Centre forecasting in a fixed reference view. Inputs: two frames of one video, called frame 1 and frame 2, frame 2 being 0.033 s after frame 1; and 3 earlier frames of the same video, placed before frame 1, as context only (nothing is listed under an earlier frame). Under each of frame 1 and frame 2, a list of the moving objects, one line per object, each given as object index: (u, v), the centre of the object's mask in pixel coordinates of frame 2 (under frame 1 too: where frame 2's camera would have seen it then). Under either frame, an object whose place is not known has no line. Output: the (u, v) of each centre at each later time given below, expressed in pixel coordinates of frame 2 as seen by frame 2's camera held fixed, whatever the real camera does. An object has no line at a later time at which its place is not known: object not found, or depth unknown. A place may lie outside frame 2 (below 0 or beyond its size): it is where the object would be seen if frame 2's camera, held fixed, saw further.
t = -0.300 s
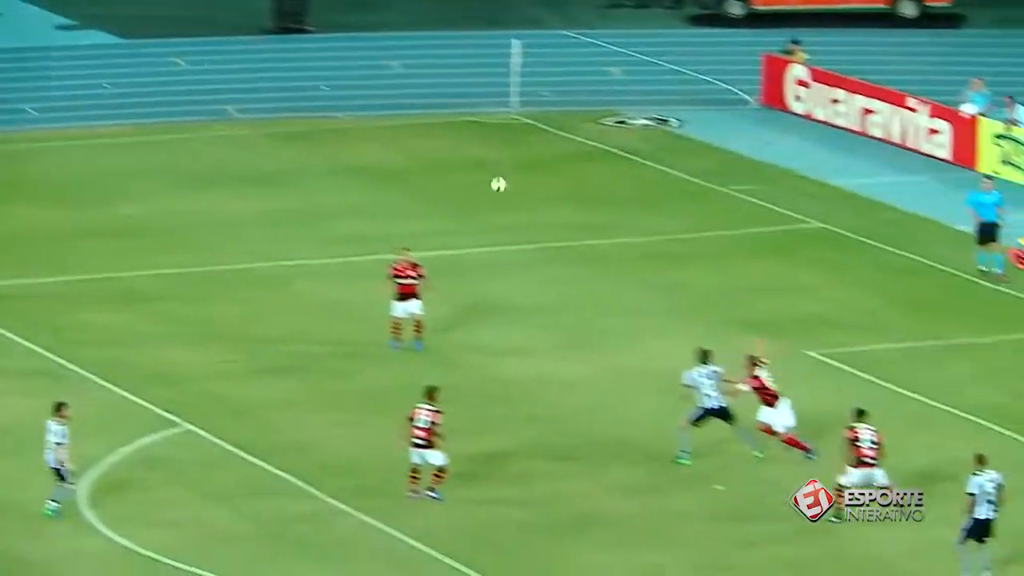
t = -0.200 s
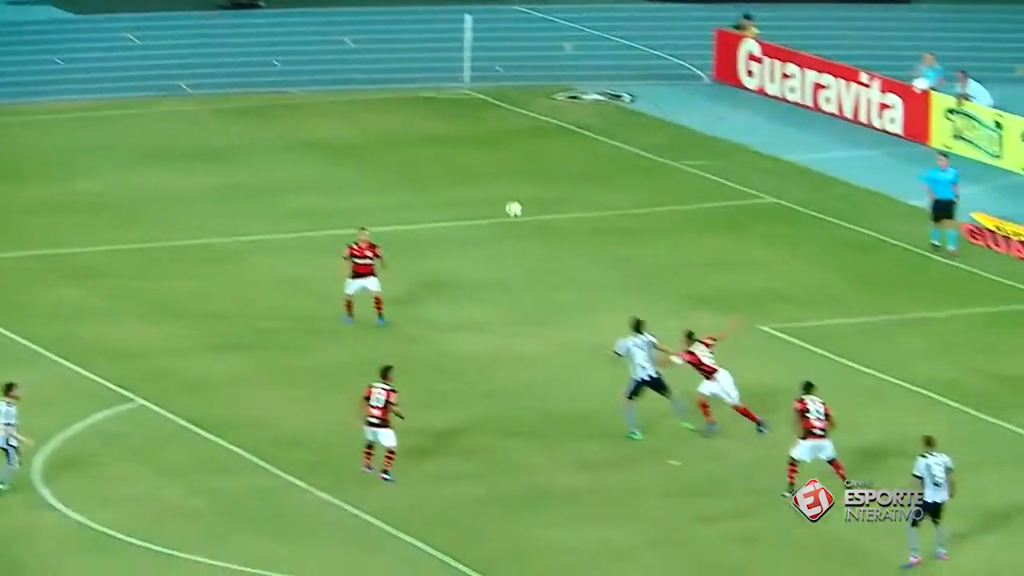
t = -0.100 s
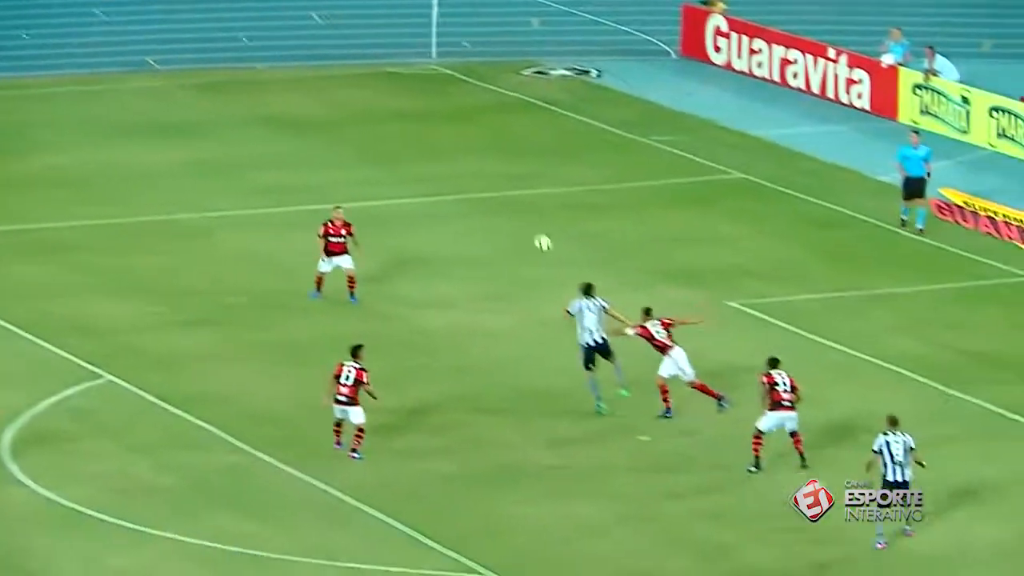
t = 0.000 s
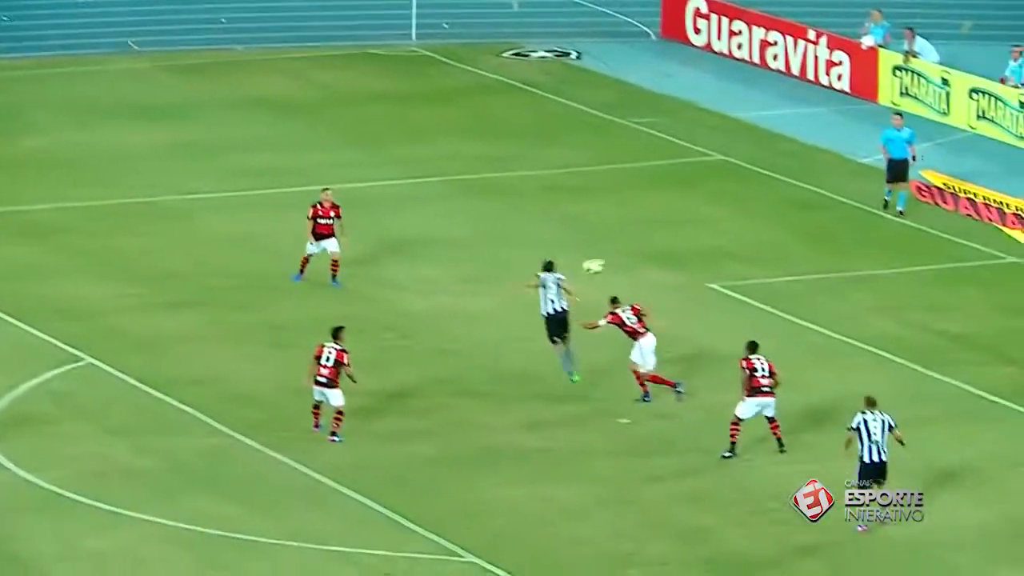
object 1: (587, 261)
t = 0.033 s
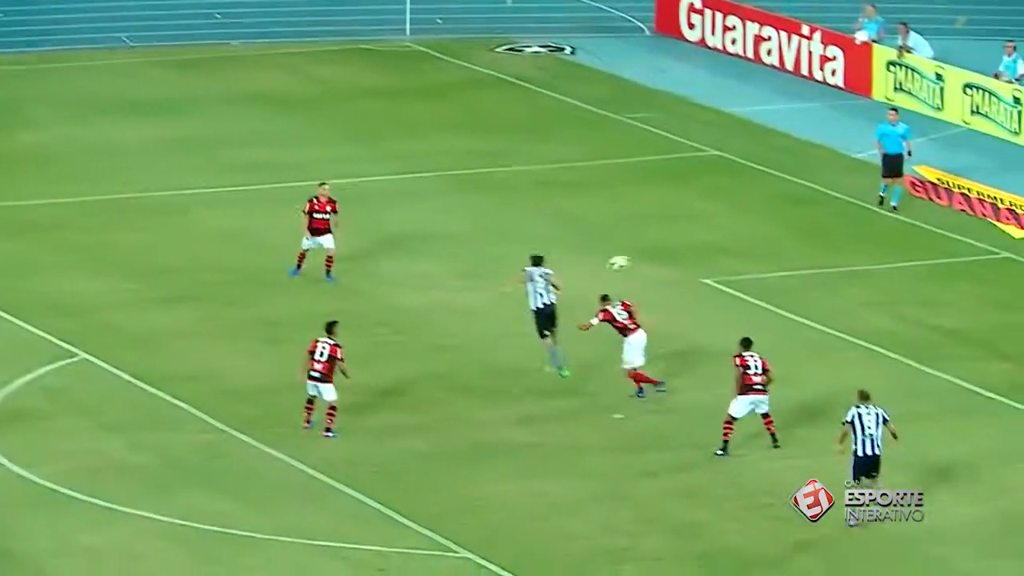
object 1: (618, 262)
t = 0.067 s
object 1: (648, 264)
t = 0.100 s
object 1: (680, 267)
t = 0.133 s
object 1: (708, 271)
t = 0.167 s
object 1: (738, 275)
